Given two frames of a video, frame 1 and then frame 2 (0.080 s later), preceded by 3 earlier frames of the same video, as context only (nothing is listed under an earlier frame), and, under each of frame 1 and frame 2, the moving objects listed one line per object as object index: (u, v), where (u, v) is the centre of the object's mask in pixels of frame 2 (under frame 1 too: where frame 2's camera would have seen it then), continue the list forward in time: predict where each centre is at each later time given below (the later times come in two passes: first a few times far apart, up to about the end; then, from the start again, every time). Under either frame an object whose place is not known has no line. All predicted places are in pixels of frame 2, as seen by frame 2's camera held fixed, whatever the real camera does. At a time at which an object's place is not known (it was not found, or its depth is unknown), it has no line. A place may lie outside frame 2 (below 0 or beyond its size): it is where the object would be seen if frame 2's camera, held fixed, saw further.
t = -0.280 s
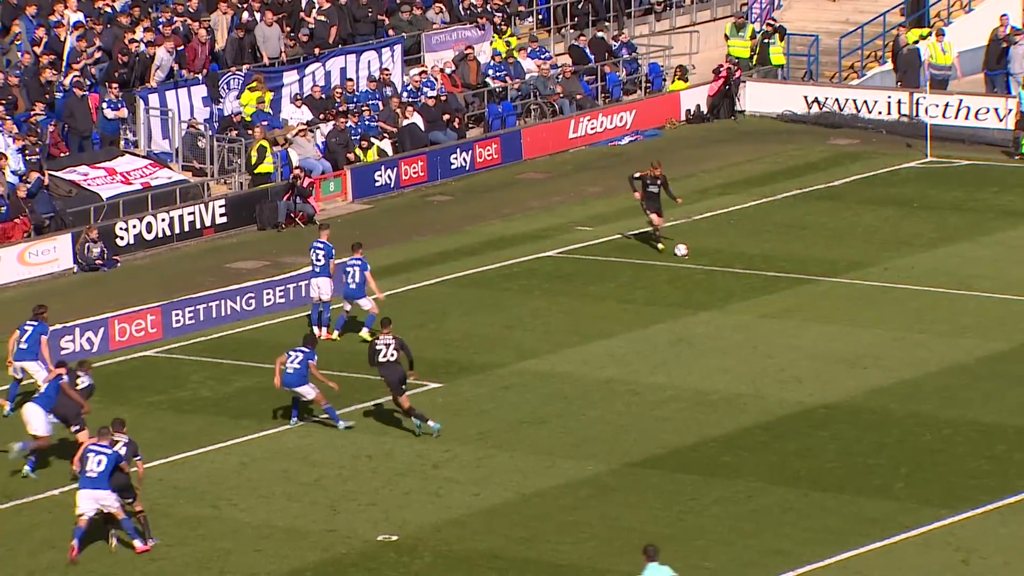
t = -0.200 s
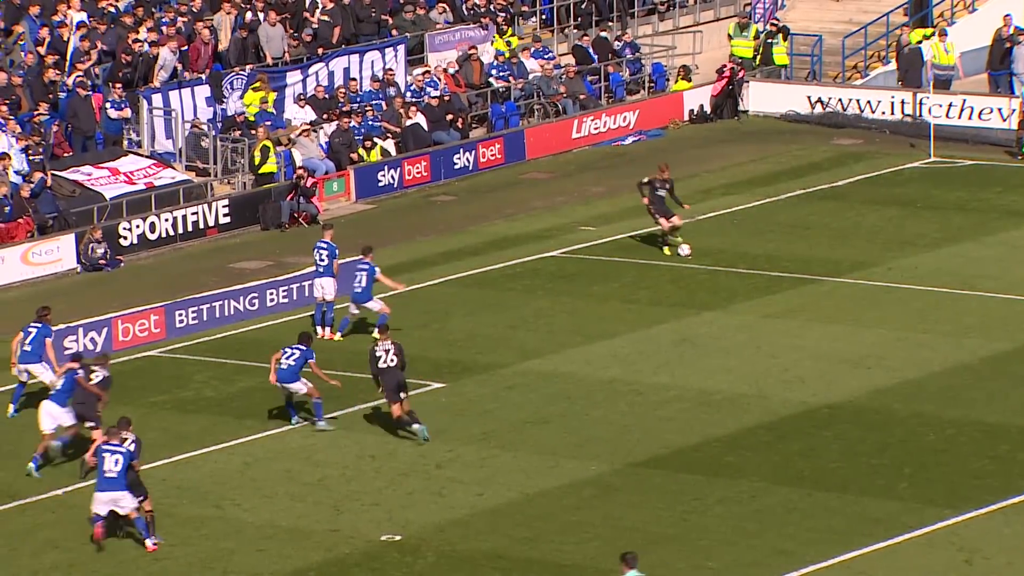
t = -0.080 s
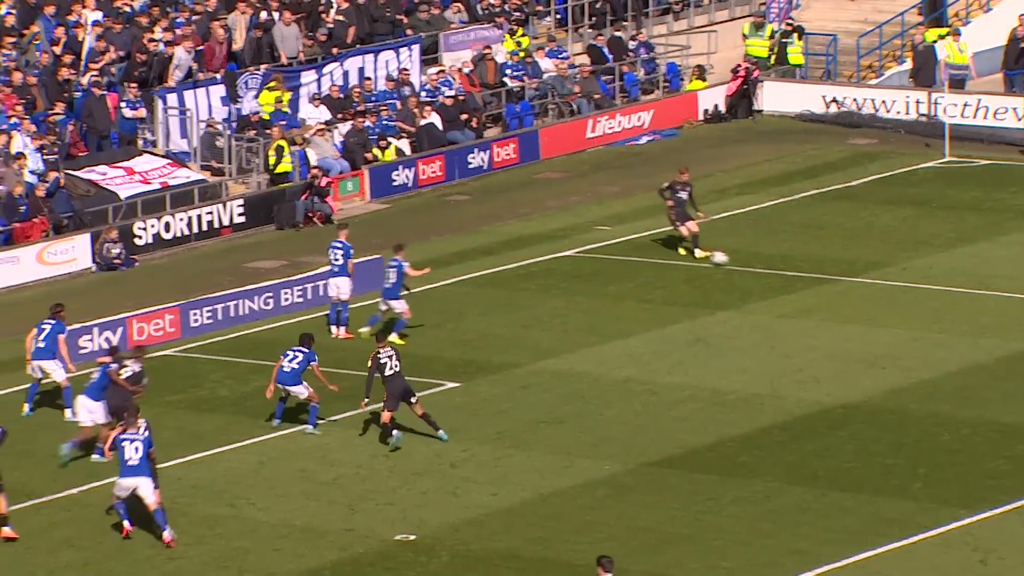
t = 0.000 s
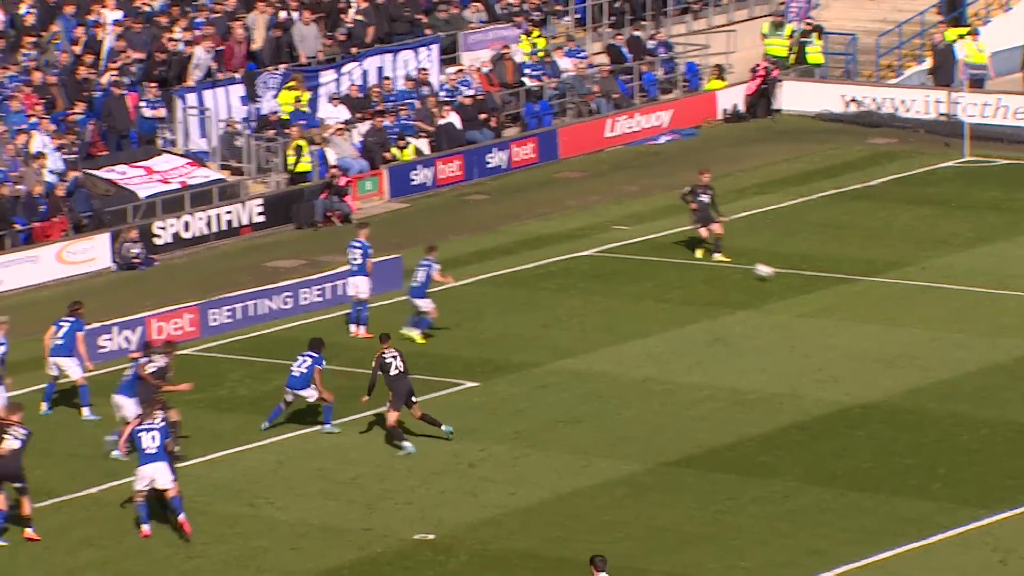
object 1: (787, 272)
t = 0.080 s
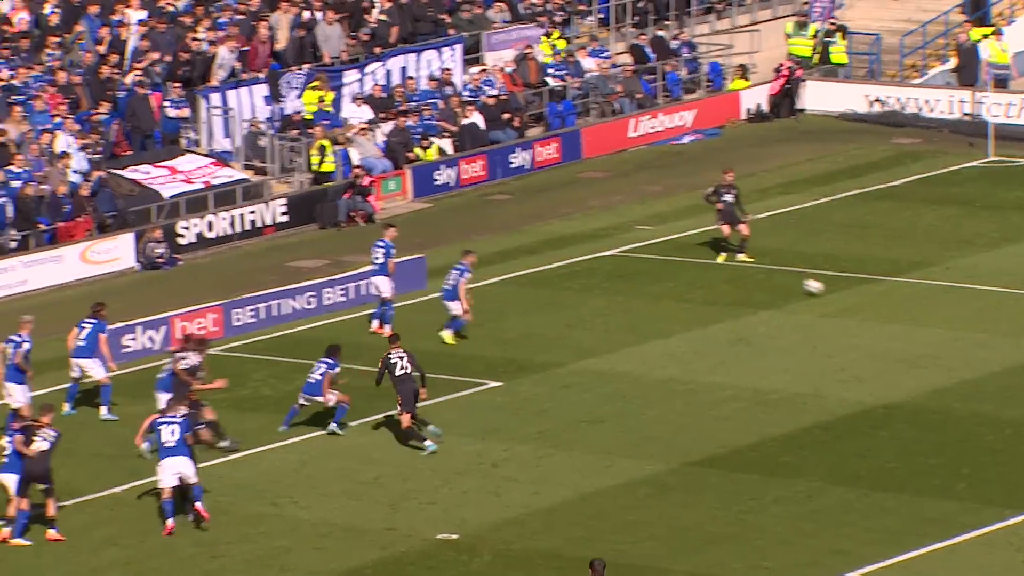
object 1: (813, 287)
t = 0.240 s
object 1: (864, 321)
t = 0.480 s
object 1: (928, 359)
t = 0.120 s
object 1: (826, 296)
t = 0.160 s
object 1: (840, 305)
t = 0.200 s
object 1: (852, 314)
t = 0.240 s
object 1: (864, 321)
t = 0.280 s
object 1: (875, 327)
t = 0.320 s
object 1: (887, 334)
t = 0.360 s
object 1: (897, 342)
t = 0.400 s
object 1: (908, 350)
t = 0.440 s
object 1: (918, 354)
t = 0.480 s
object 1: (928, 359)
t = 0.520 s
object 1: (937, 365)
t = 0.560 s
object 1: (948, 373)
